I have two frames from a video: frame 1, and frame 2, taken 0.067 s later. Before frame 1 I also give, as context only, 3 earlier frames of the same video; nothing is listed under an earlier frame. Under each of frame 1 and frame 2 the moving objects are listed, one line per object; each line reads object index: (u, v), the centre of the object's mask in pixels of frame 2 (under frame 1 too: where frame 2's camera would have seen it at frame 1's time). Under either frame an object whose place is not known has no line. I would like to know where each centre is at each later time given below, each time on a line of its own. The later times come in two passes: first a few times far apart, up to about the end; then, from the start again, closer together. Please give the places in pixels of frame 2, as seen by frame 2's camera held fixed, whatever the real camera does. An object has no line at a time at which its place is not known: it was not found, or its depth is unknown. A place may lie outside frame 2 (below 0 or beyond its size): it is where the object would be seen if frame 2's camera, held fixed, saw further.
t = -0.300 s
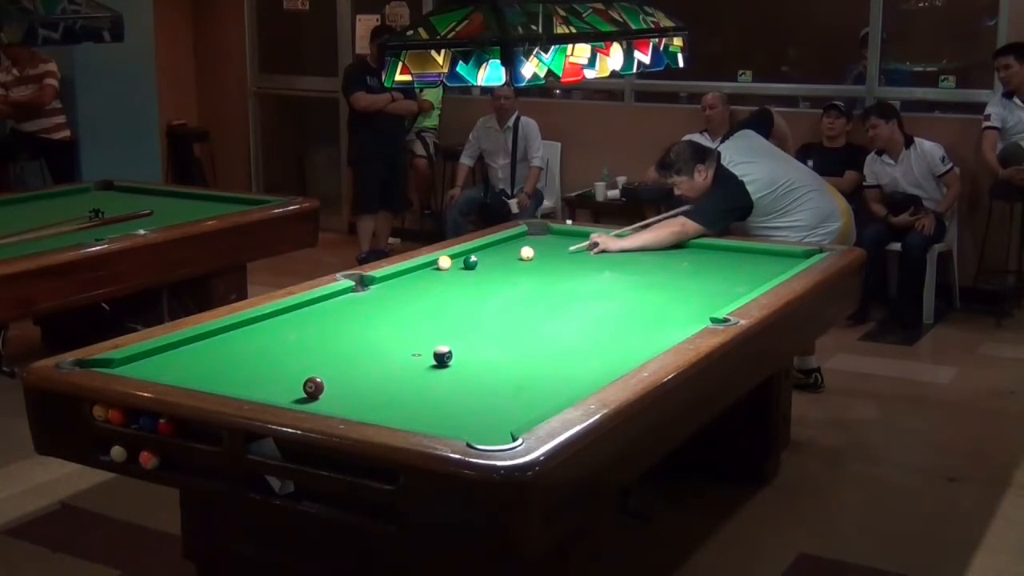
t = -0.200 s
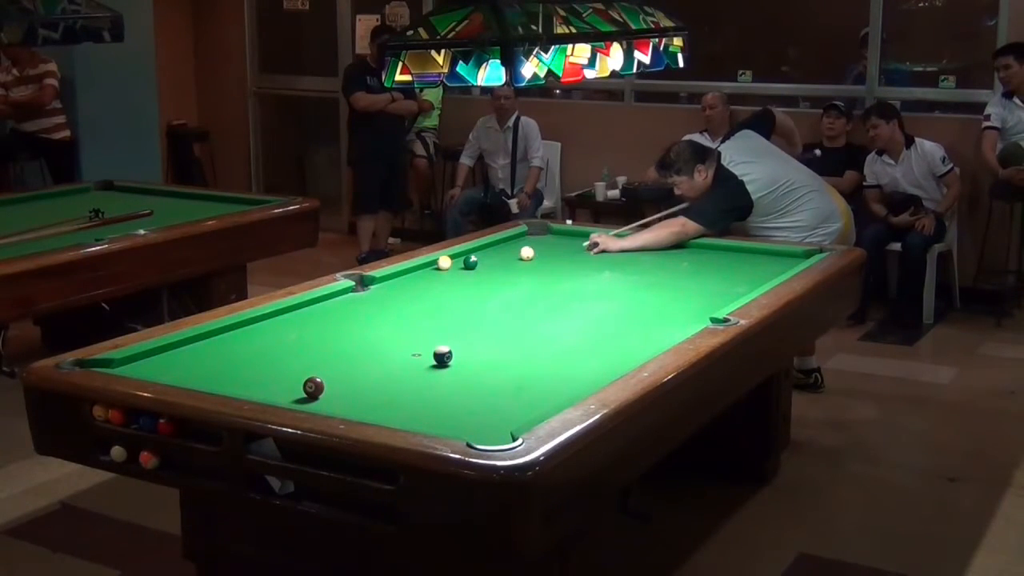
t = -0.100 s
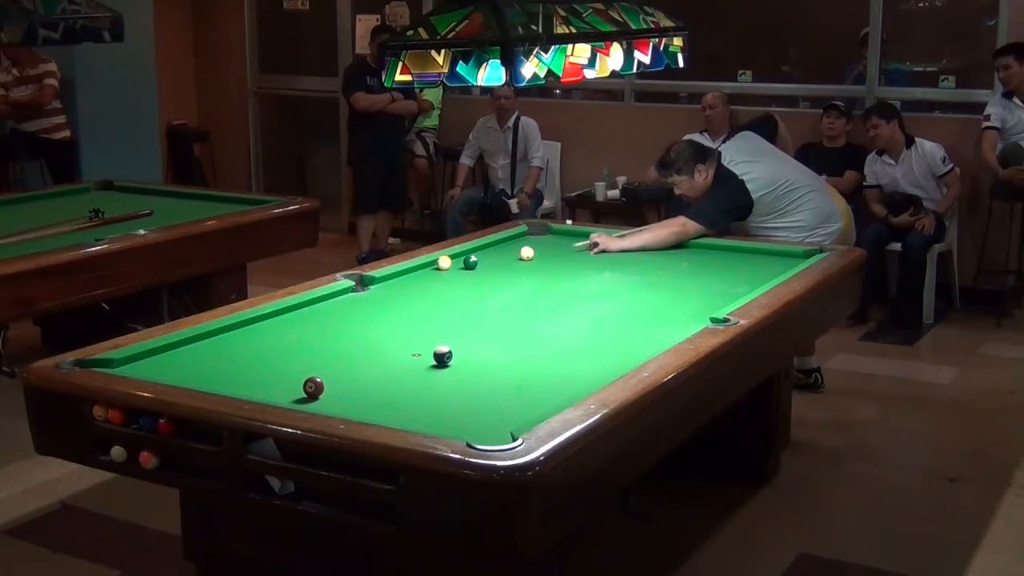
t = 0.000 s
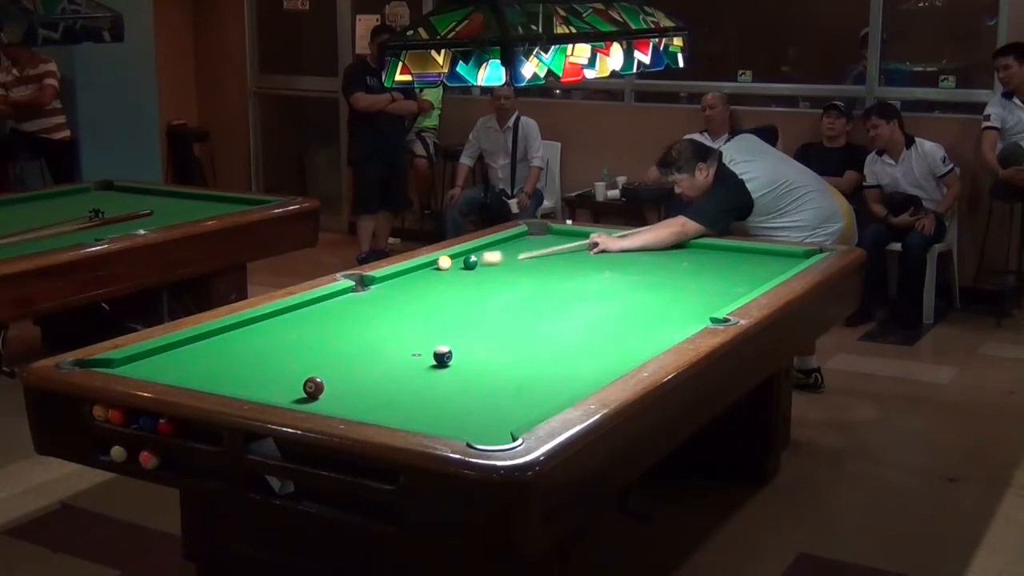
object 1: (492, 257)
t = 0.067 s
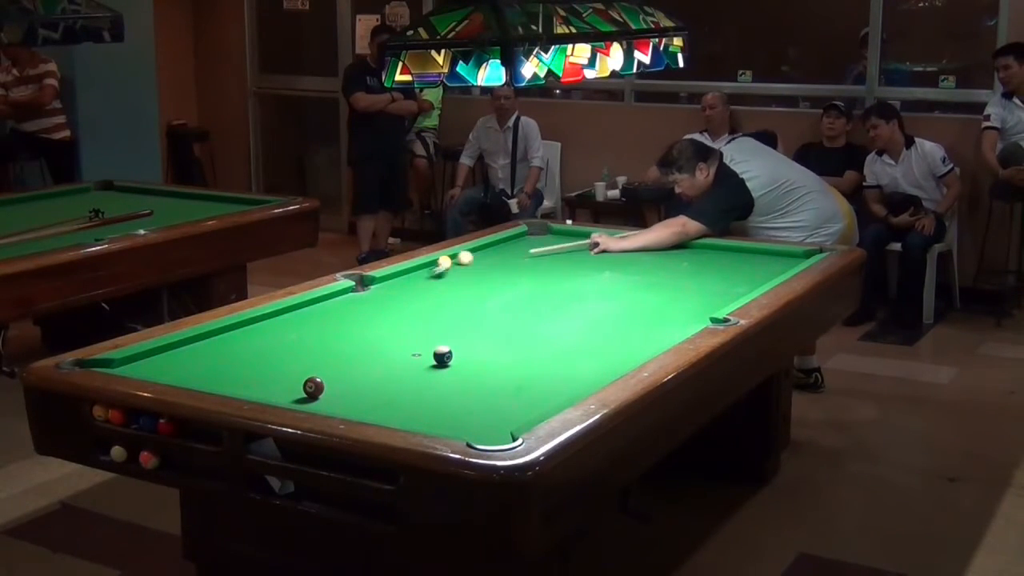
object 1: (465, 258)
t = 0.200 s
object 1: (481, 255)
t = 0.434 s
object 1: (542, 248)
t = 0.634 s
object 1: (592, 243)
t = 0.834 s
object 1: (638, 239)
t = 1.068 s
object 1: (662, 247)
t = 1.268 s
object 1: (683, 255)
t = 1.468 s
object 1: (705, 262)
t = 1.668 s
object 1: (728, 270)
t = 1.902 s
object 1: (756, 279)
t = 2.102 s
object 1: (746, 284)
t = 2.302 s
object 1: (720, 287)
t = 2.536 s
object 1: (690, 291)
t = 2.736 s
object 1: (664, 294)
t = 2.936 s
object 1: (640, 297)
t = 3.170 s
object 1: (611, 300)
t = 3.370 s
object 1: (586, 303)
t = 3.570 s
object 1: (563, 306)
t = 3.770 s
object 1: (539, 309)
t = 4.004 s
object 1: (512, 312)
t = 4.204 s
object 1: (490, 315)
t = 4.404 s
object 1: (467, 317)
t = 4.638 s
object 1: (442, 320)
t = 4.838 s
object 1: (421, 323)
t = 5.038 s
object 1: (401, 325)
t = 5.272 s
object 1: (378, 328)
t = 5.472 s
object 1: (360, 330)
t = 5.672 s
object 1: (342, 332)
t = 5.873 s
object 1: (326, 334)
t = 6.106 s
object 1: (307, 336)
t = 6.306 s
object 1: (292, 339)
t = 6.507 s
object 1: (278, 340)
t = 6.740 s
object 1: (264, 342)
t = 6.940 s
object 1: (252, 344)
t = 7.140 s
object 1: (242, 345)
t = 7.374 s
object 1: (230, 347)
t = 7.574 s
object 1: (222, 348)
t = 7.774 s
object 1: (215, 349)
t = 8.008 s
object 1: (208, 350)
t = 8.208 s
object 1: (204, 351)
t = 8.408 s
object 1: (200, 351)
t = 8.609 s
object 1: (197, 352)
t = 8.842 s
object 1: (195, 352)
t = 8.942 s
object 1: (195, 352)
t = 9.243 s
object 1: (196, 352)
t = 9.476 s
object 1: (196, 352)
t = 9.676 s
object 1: (196, 352)
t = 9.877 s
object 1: (196, 352)
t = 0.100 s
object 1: (457, 256)
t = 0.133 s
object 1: (463, 256)
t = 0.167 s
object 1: (472, 255)
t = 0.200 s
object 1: (481, 255)
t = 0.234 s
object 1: (490, 254)
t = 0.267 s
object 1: (499, 253)
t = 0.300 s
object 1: (508, 252)
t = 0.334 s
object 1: (517, 251)
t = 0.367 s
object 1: (525, 250)
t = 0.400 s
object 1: (534, 249)
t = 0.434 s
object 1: (542, 248)
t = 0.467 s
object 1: (550, 248)
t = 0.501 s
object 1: (559, 247)
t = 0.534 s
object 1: (567, 246)
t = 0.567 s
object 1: (576, 245)
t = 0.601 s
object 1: (584, 244)
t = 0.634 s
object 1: (592, 243)
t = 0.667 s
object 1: (600, 243)
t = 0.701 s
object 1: (608, 242)
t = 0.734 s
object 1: (616, 241)
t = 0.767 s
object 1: (624, 240)
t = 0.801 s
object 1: (632, 239)
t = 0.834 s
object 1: (638, 239)
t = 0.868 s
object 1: (641, 240)
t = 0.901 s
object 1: (644, 242)
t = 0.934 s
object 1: (648, 243)
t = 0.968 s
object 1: (651, 244)
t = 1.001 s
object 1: (655, 245)
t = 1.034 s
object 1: (658, 246)
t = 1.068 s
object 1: (662, 247)
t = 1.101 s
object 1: (665, 248)
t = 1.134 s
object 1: (669, 250)
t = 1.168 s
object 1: (672, 251)
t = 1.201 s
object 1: (676, 252)
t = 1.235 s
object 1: (680, 253)
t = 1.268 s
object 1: (683, 255)
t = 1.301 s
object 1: (687, 256)
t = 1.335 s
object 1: (690, 257)
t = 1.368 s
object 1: (694, 258)
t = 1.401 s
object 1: (698, 260)
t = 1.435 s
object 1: (701, 261)
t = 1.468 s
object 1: (705, 262)
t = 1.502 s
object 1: (709, 263)
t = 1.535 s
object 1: (713, 265)
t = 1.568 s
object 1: (717, 266)
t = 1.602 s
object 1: (720, 267)
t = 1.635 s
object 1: (725, 268)
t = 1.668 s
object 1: (728, 270)
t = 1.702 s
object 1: (732, 271)
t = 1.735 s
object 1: (736, 273)
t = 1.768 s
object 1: (740, 274)
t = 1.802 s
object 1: (744, 275)
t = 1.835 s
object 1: (748, 277)
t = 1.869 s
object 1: (752, 278)
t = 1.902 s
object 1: (756, 279)
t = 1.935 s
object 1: (759, 280)
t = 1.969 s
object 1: (762, 280)
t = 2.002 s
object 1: (759, 281)
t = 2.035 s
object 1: (754, 282)
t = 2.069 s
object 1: (750, 283)
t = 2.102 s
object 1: (746, 284)
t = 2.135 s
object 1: (742, 285)
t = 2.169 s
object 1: (738, 285)
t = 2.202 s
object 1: (733, 285)
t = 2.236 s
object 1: (729, 286)
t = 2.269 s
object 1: (725, 287)
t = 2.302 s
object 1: (720, 287)
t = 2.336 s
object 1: (716, 287)
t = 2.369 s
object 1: (712, 288)
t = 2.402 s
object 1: (707, 288)
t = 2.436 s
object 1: (703, 289)
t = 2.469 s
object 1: (699, 290)
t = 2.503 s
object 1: (695, 290)
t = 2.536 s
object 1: (690, 291)
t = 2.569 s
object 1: (686, 291)
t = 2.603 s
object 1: (682, 292)
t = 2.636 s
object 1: (678, 292)
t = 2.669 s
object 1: (673, 292)
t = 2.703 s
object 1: (669, 293)
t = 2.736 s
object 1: (664, 294)
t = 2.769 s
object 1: (661, 294)
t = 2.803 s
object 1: (656, 295)
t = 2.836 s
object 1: (652, 295)
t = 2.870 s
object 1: (648, 296)
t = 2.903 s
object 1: (644, 296)
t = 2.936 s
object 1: (640, 297)
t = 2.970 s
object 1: (635, 297)
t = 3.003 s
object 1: (631, 298)
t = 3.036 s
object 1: (627, 298)
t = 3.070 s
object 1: (623, 299)
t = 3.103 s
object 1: (619, 299)
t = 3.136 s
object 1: (615, 300)
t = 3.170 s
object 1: (611, 300)
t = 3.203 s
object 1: (607, 301)
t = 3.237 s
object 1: (603, 301)
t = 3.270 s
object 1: (599, 302)
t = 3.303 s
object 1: (594, 302)
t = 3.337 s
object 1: (590, 303)
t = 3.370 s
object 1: (586, 303)
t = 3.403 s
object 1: (582, 304)
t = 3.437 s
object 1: (578, 304)
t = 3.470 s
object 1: (574, 304)
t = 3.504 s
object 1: (571, 305)
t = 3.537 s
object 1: (567, 305)
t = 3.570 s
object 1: (563, 306)
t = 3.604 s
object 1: (559, 306)
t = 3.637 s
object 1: (555, 307)
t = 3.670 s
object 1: (551, 307)
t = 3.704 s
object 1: (547, 308)
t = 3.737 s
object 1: (543, 308)
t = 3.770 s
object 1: (539, 309)
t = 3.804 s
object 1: (535, 309)
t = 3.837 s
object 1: (532, 310)
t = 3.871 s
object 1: (528, 310)
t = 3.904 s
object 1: (524, 311)
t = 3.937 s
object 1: (520, 311)
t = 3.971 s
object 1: (516, 311)
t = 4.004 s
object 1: (512, 312)
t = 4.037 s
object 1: (508, 312)
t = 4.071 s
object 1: (505, 313)
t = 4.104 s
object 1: (501, 313)
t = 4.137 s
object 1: (497, 314)
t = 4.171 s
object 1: (493, 314)
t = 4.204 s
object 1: (490, 315)
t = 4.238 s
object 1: (486, 315)
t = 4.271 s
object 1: (482, 316)
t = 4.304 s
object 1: (479, 316)
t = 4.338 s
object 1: (475, 316)
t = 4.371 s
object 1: (471, 317)
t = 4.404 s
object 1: (467, 317)
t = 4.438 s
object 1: (464, 318)
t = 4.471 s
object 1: (460, 318)
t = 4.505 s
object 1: (456, 318)
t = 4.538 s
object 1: (453, 319)
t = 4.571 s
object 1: (449, 319)
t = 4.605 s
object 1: (446, 320)
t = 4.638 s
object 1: (442, 320)
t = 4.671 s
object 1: (439, 320)
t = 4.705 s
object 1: (435, 321)
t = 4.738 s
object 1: (432, 322)
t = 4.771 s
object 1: (428, 322)
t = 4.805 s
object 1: (425, 322)
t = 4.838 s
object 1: (421, 323)
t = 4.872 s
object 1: (418, 323)
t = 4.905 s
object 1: (415, 323)
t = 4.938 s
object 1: (411, 324)
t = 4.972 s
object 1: (408, 324)
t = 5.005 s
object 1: (404, 325)
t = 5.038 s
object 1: (401, 325)
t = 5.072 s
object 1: (398, 325)
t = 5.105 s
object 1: (394, 326)
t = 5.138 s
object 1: (391, 326)
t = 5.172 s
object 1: (388, 326)
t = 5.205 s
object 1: (385, 327)
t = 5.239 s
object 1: (382, 327)
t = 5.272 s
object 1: (378, 328)
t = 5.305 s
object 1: (375, 328)
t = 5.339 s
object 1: (372, 328)
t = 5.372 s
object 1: (369, 329)
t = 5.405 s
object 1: (366, 329)
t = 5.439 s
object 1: (363, 329)
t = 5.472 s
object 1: (360, 330)
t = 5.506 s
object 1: (357, 330)
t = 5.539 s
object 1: (354, 331)
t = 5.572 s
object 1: (351, 331)
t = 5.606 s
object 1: (348, 331)
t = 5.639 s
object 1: (345, 332)
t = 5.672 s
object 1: (342, 332)
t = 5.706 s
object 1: (339, 332)
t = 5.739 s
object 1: (336, 333)
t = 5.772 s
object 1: (334, 333)
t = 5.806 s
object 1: (331, 333)
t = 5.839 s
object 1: (328, 333)
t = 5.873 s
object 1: (326, 334)
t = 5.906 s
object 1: (323, 335)
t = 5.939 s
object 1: (320, 335)
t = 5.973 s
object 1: (317, 335)
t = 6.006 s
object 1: (315, 335)
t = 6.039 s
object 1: (312, 336)
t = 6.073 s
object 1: (310, 336)
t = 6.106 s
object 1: (307, 336)
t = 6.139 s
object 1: (305, 337)
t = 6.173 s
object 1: (302, 337)
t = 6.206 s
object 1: (300, 338)
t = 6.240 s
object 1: (297, 338)
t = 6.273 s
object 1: (295, 338)
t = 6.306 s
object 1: (292, 339)
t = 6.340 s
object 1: (290, 339)
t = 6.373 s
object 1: (287, 339)
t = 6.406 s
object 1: (285, 339)
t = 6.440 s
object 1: (283, 340)
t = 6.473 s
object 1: (281, 340)
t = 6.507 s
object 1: (278, 340)
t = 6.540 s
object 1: (276, 341)
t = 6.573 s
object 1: (274, 341)
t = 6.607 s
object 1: (272, 341)
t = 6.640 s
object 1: (270, 341)
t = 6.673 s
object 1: (268, 342)
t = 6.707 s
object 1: (266, 342)
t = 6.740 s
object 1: (264, 342)
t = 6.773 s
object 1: (262, 343)
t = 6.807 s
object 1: (260, 343)
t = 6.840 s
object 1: (258, 343)
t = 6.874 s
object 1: (256, 343)
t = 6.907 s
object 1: (254, 343)
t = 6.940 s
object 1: (252, 344)
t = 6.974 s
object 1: (250, 344)
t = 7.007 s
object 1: (249, 344)
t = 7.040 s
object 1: (247, 345)
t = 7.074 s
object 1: (245, 345)
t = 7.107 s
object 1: (243, 345)
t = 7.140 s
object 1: (242, 345)
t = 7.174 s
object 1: (240, 345)
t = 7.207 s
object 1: (238, 346)
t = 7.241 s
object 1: (237, 346)
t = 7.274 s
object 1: (235, 346)
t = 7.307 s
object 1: (234, 346)
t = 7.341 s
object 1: (232, 347)
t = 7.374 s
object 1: (230, 347)
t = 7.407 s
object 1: (229, 347)
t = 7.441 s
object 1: (228, 347)
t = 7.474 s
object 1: (226, 347)
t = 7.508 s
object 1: (225, 348)
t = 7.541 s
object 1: (224, 348)
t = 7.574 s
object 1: (222, 348)
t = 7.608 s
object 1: (221, 348)
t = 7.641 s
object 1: (220, 348)
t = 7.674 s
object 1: (219, 349)
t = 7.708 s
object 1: (218, 349)
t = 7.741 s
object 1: (217, 349)
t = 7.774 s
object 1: (215, 349)
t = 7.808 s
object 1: (214, 349)
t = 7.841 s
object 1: (213, 349)
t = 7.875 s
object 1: (212, 350)
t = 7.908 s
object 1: (211, 350)
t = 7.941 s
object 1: (210, 350)
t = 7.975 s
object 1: (209, 350)
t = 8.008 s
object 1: (208, 350)
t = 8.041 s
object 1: (208, 350)
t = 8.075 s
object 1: (207, 351)
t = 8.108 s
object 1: (206, 351)
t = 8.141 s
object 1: (205, 351)
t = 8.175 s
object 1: (205, 351)
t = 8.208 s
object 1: (204, 351)
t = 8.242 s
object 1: (203, 351)
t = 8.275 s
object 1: (202, 351)
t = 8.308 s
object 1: (201, 351)
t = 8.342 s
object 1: (201, 351)
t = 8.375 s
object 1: (200, 351)
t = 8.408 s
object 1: (200, 351)
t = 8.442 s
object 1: (199, 351)
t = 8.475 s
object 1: (199, 352)
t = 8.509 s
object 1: (198, 352)
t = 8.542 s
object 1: (198, 352)
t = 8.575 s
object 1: (197, 352)
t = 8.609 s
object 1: (197, 352)
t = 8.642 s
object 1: (197, 352)
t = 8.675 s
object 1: (196, 352)
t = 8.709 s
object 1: (196, 352)
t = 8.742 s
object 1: (196, 352)
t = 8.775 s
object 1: (196, 352)
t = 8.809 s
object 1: (195, 352)
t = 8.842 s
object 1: (195, 352)
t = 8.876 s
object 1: (195, 352)
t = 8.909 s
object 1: (195, 352)
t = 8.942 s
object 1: (195, 352)
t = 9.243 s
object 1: (196, 352)
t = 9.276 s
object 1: (196, 352)
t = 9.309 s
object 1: (196, 352)
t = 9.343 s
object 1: (196, 352)
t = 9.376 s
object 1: (196, 352)
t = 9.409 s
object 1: (196, 352)
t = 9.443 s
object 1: (196, 352)
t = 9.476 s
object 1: (196, 352)
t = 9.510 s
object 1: (196, 352)
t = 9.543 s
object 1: (196, 352)
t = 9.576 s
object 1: (196, 352)
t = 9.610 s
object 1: (196, 352)
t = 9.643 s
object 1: (196, 352)
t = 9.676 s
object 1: (196, 352)
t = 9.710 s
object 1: (196, 352)
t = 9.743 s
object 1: (196, 352)
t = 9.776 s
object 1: (196, 352)
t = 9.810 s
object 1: (196, 352)
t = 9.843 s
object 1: (196, 352)
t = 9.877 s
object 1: (196, 352)
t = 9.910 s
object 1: (196, 352)
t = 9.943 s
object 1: (196, 352)
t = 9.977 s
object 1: (196, 352)
